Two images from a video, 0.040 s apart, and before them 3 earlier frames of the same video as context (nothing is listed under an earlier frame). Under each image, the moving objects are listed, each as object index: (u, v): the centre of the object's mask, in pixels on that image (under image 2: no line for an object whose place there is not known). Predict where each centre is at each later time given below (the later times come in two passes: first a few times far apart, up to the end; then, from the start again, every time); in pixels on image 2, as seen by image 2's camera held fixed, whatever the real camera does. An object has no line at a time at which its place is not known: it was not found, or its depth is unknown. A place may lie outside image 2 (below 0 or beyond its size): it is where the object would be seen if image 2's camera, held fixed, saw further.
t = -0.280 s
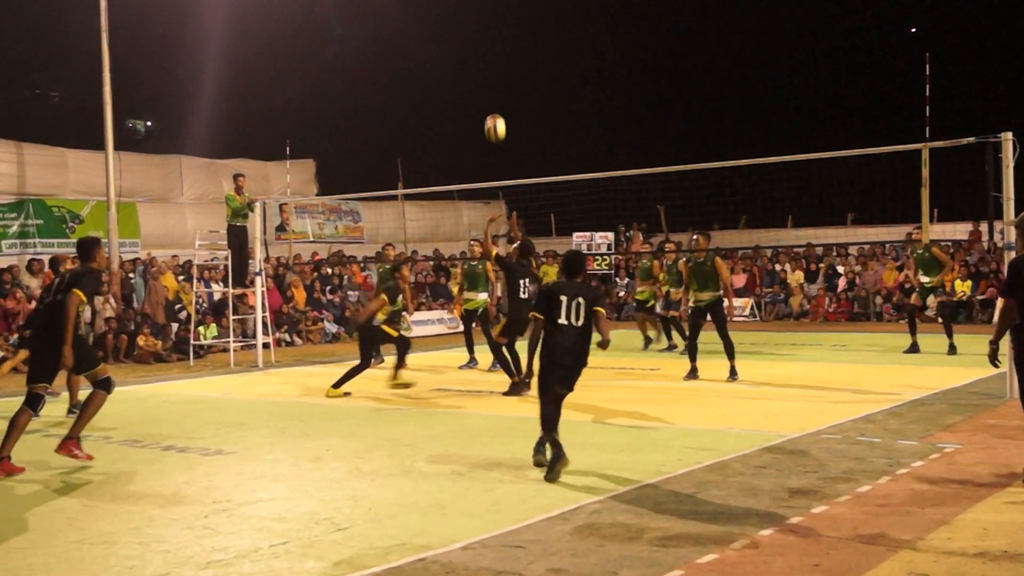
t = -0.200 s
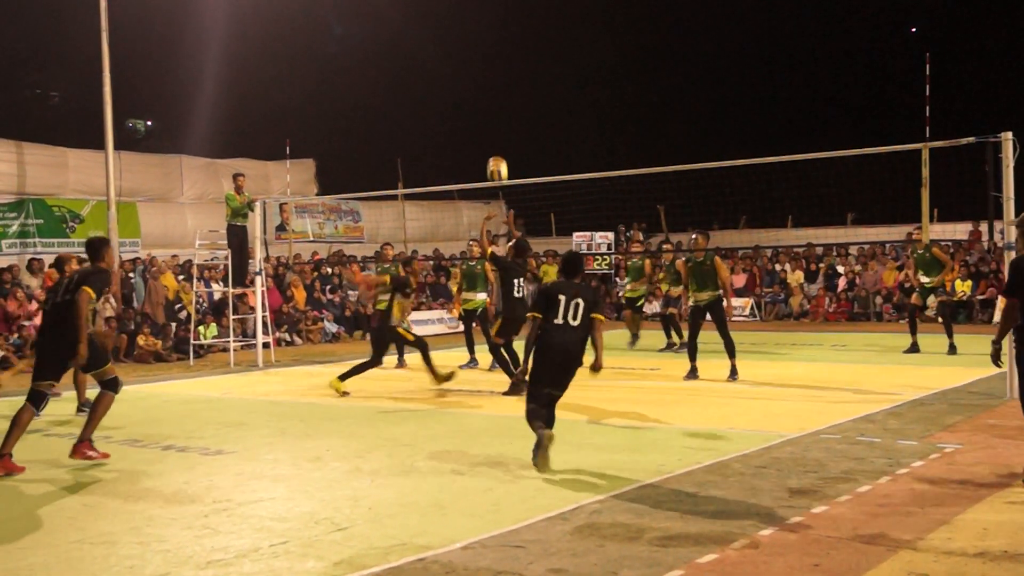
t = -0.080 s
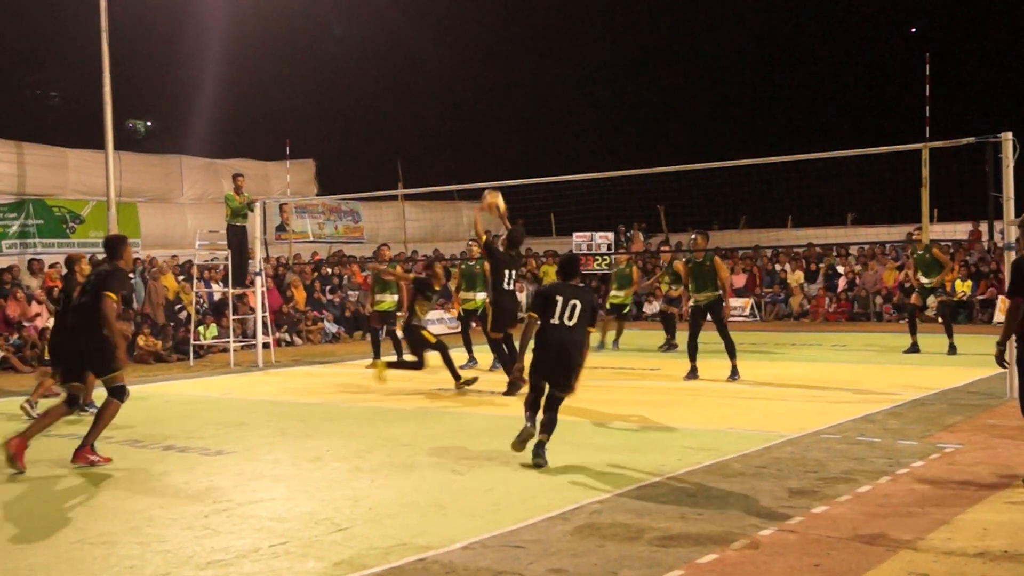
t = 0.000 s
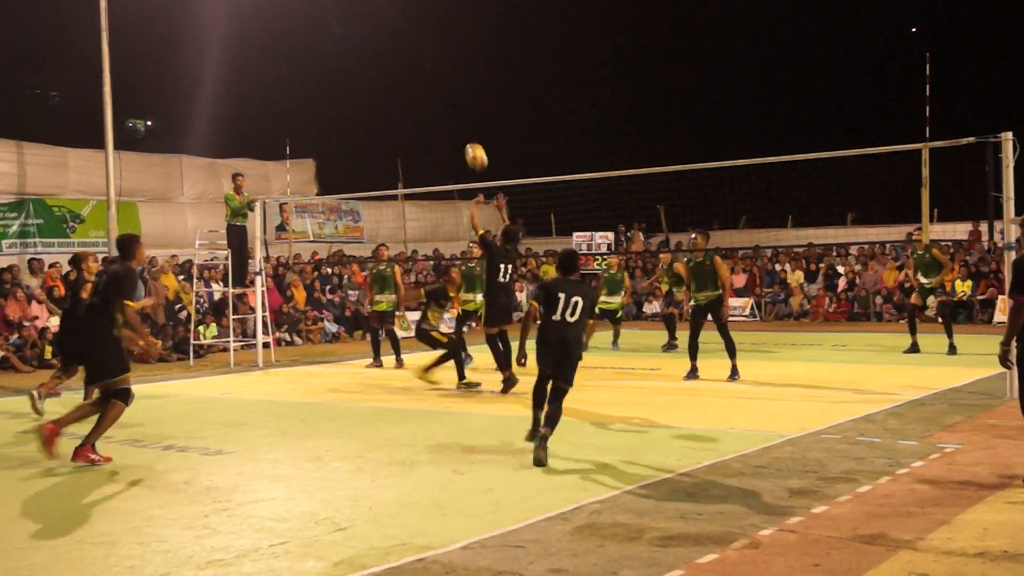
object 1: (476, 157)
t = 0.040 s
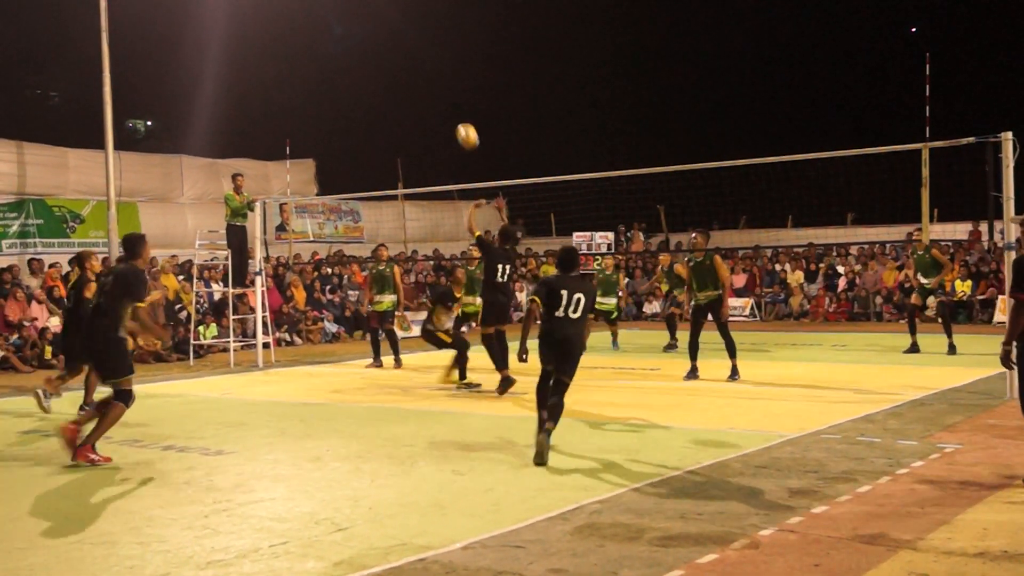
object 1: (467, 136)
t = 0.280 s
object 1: (419, 52)
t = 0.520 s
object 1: (377, 25)
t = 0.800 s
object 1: (335, 52)
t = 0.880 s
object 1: (324, 71)
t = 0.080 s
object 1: (459, 118)
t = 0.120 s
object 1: (450, 101)
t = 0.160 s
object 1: (442, 86)
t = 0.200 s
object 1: (434, 73)
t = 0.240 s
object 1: (427, 62)
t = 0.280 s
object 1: (419, 52)
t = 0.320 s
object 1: (412, 44)
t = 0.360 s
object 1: (405, 37)
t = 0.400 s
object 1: (398, 32)
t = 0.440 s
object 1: (391, 28)
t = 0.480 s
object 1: (384, 26)
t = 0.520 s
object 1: (377, 25)
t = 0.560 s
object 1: (371, 25)
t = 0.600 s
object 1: (364, 26)
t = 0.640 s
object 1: (358, 29)
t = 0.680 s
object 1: (352, 33)
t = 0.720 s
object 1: (346, 38)
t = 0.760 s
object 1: (341, 45)
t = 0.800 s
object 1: (335, 52)
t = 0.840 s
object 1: (330, 61)
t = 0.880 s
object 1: (324, 71)
